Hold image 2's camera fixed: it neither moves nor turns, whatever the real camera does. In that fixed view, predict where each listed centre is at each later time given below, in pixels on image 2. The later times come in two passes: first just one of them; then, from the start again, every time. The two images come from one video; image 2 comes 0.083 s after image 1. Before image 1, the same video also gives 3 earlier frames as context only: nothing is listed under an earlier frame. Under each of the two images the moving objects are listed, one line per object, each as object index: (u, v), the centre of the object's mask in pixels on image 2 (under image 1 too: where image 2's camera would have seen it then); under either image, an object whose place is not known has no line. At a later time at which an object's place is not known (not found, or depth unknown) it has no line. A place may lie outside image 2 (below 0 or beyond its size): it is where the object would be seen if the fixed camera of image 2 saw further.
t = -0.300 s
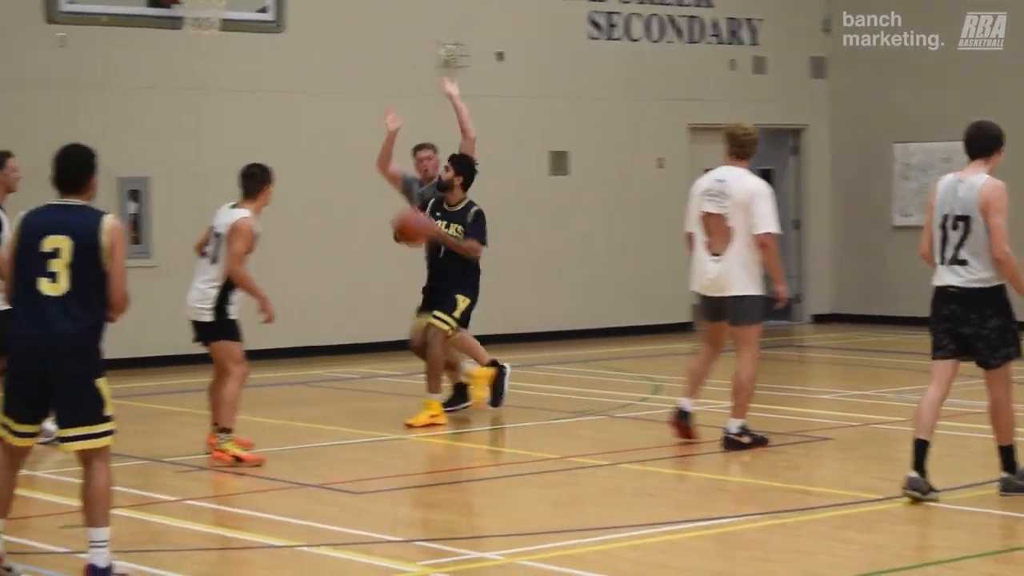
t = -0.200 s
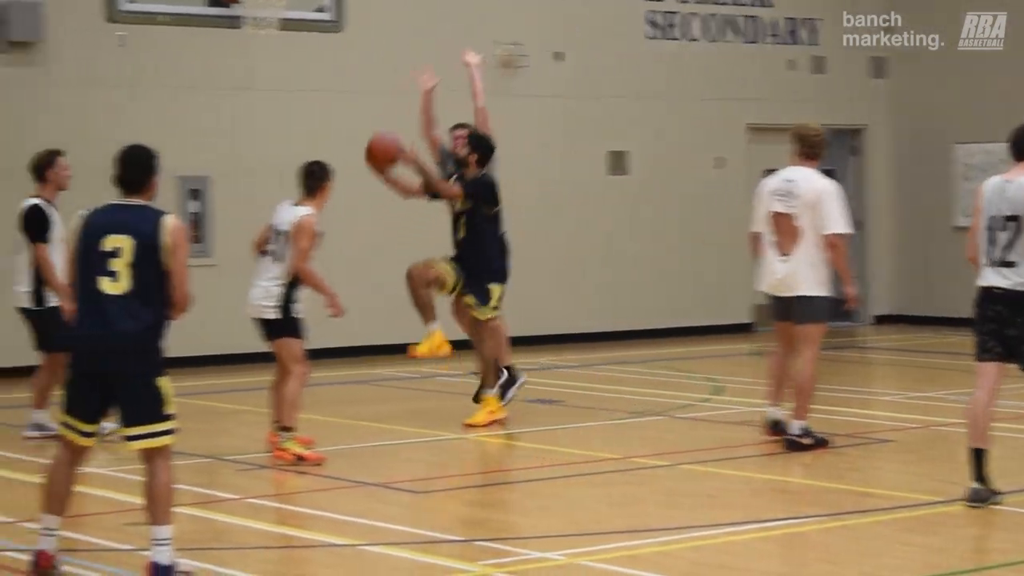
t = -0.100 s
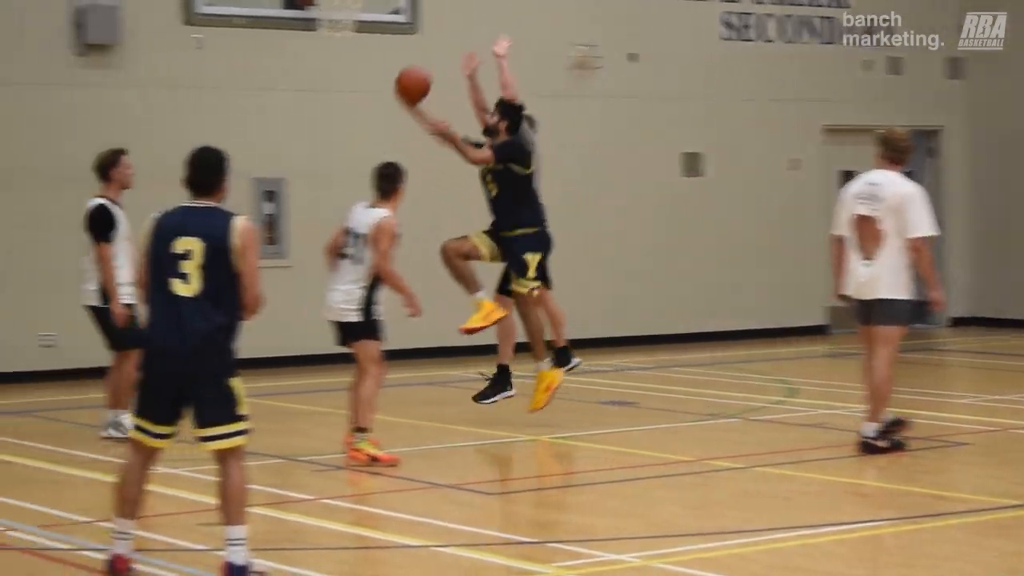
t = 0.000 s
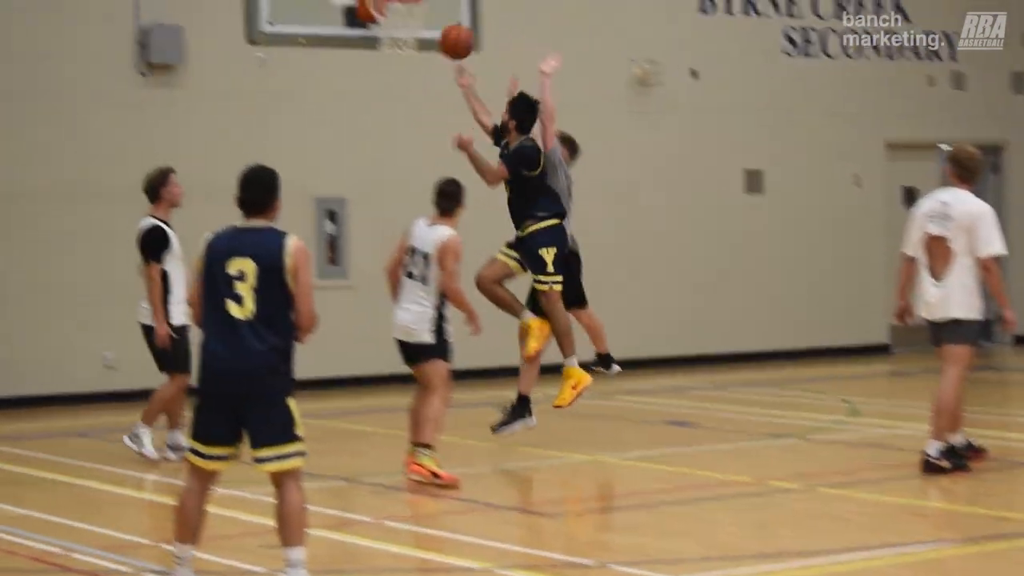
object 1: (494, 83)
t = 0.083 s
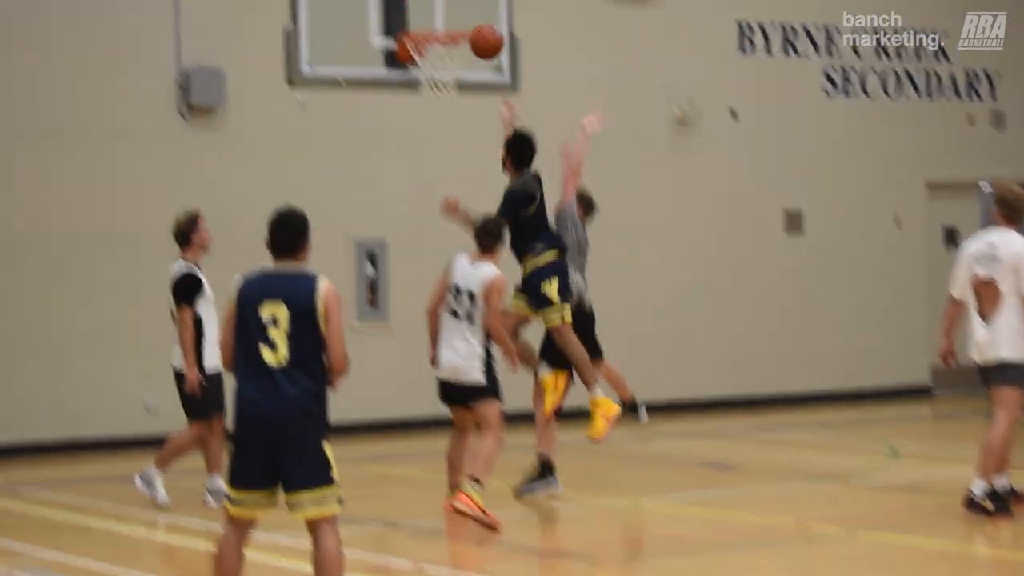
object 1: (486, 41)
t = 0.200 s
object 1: (475, -1)
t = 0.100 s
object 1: (484, 34)
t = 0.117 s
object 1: (483, 27)
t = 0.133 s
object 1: (482, 20)
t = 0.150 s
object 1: (480, 14)
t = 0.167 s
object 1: (478, 8)
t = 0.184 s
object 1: (477, 4)
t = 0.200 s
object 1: (475, -1)
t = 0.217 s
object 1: (473, -5)
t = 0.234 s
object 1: (472, -9)
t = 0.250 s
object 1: (470, -12)
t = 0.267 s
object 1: (468, -15)
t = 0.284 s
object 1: (467, -17)
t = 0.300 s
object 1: (465, -19)
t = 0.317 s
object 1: (464, -20)
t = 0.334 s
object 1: (462, -22)
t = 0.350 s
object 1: (461, -22)
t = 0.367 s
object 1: (459, -23)
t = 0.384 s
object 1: (458, -23)
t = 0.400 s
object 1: (456, -22)
